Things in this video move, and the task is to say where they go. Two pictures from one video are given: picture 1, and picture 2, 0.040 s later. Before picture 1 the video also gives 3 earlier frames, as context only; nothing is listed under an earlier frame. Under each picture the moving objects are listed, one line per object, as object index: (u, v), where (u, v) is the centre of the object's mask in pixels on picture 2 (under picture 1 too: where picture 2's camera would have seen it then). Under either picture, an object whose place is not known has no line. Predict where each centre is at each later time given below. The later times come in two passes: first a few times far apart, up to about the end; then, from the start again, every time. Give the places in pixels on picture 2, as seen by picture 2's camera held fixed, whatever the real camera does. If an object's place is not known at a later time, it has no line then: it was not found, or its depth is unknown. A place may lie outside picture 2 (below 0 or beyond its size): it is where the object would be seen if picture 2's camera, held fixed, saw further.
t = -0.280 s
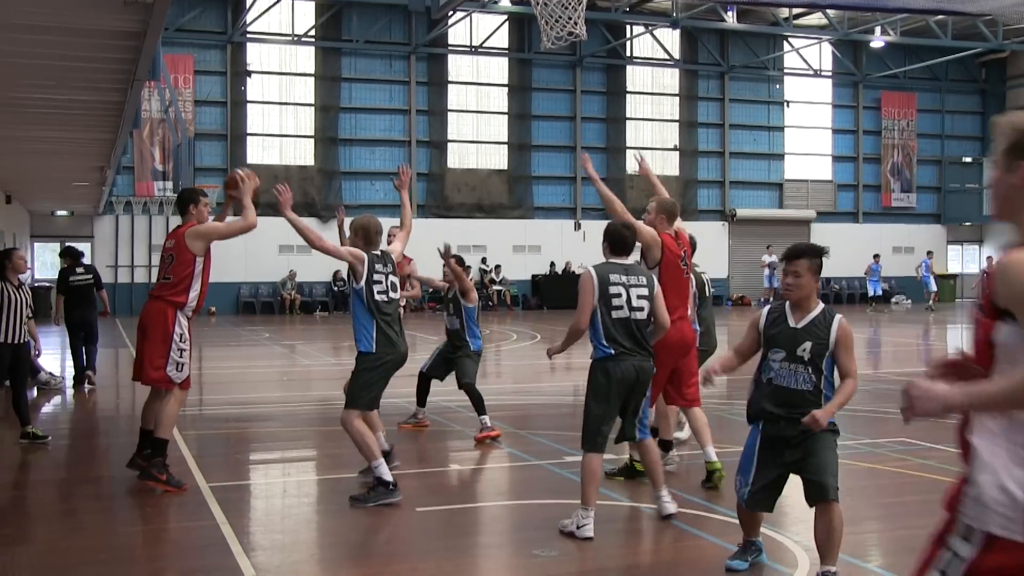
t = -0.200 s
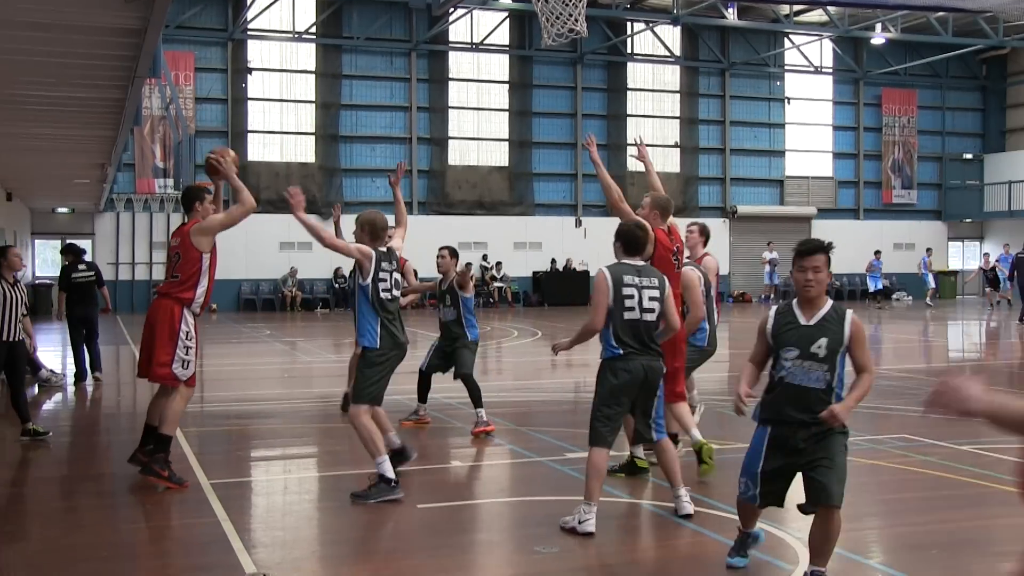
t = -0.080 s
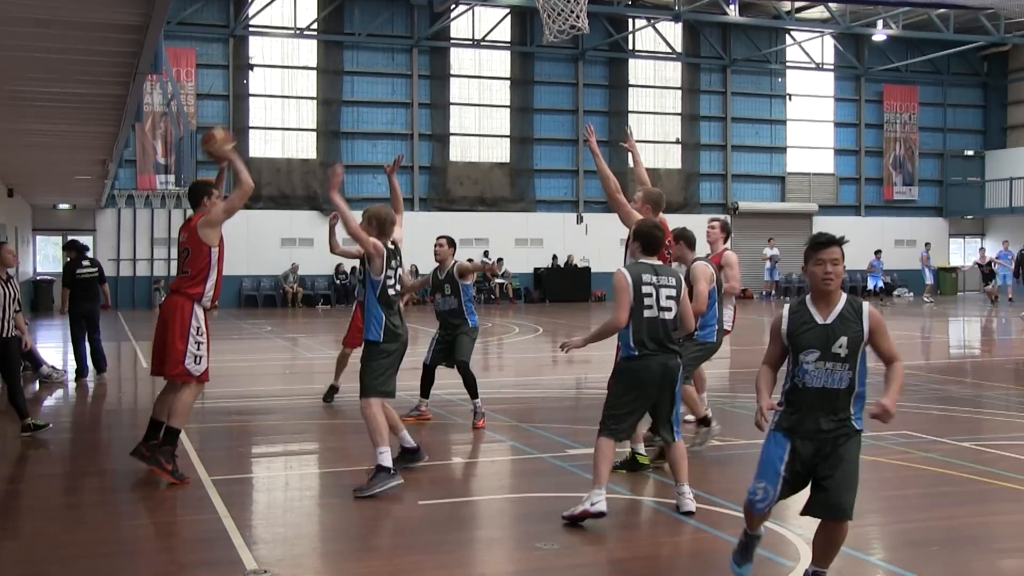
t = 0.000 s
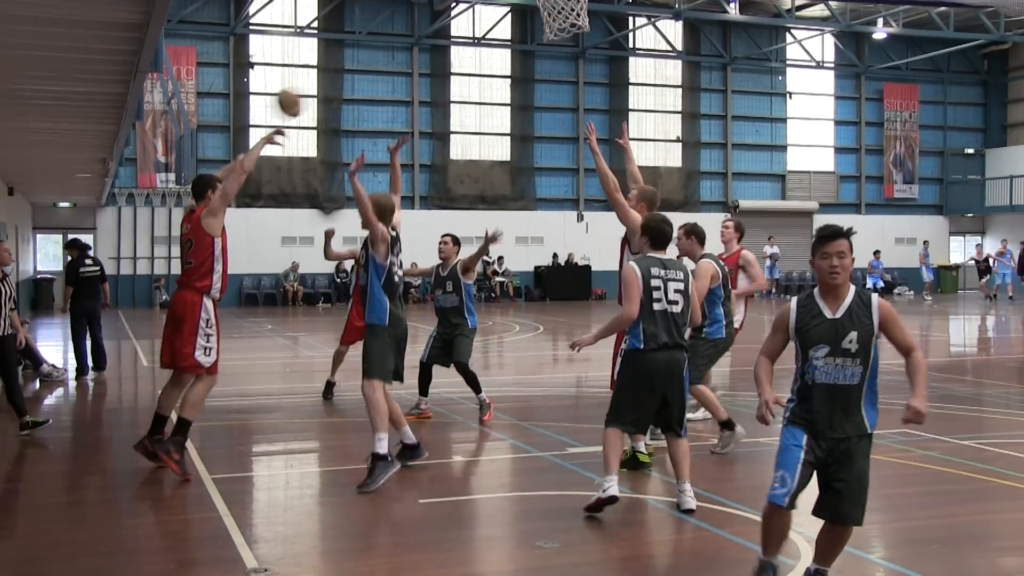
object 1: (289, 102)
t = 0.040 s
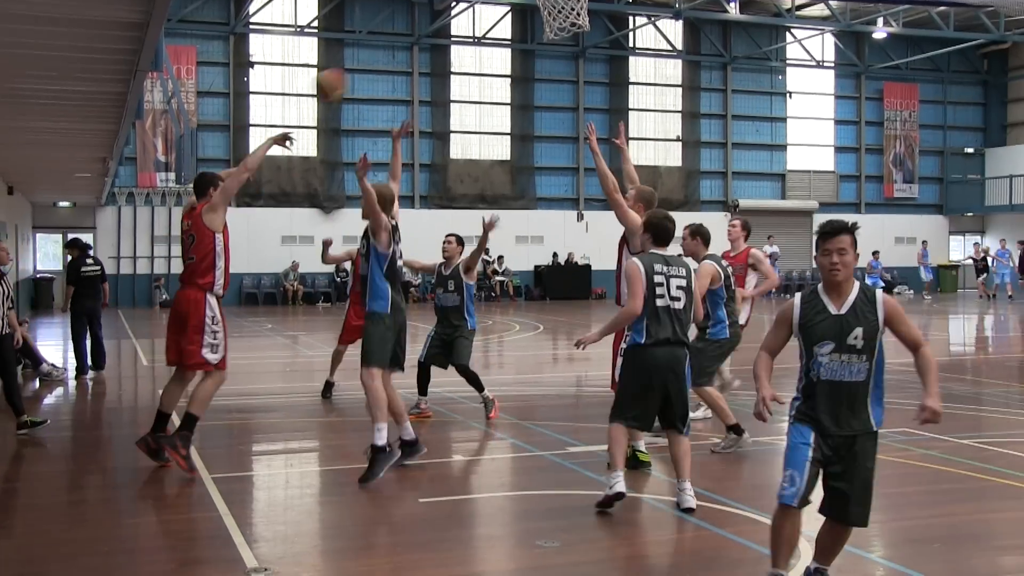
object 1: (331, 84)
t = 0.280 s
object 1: (543, 36)
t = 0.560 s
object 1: (748, 68)
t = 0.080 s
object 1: (371, 70)
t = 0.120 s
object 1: (409, 57)
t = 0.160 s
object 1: (442, 49)
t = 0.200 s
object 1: (480, 43)
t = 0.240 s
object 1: (517, 37)
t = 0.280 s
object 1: (543, 36)
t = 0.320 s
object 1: (581, 37)
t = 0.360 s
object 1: (610, 35)
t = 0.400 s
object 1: (639, 40)
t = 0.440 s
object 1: (668, 45)
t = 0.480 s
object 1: (696, 50)
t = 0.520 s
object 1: (723, 58)
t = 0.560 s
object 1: (748, 68)
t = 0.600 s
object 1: (771, 78)
